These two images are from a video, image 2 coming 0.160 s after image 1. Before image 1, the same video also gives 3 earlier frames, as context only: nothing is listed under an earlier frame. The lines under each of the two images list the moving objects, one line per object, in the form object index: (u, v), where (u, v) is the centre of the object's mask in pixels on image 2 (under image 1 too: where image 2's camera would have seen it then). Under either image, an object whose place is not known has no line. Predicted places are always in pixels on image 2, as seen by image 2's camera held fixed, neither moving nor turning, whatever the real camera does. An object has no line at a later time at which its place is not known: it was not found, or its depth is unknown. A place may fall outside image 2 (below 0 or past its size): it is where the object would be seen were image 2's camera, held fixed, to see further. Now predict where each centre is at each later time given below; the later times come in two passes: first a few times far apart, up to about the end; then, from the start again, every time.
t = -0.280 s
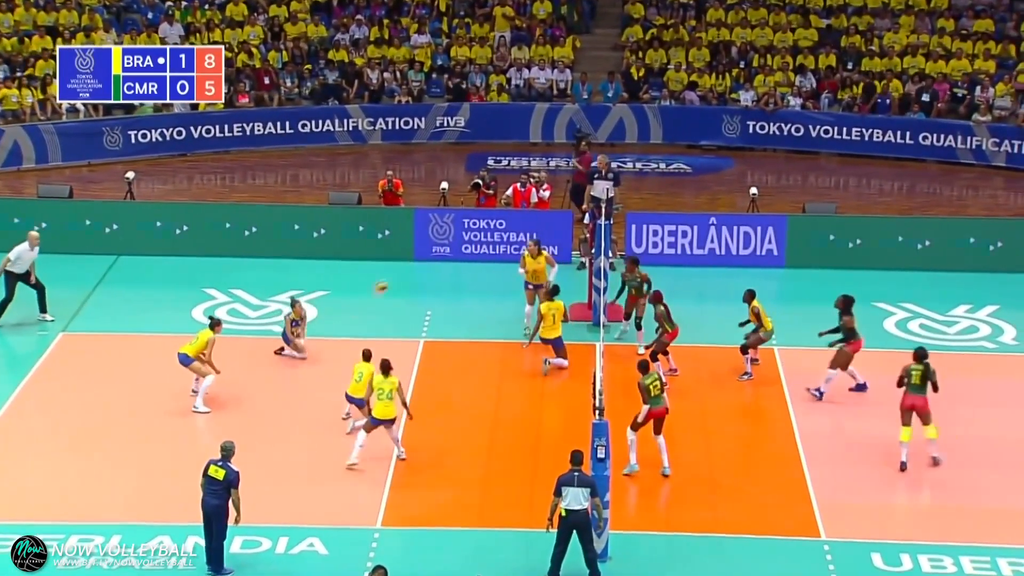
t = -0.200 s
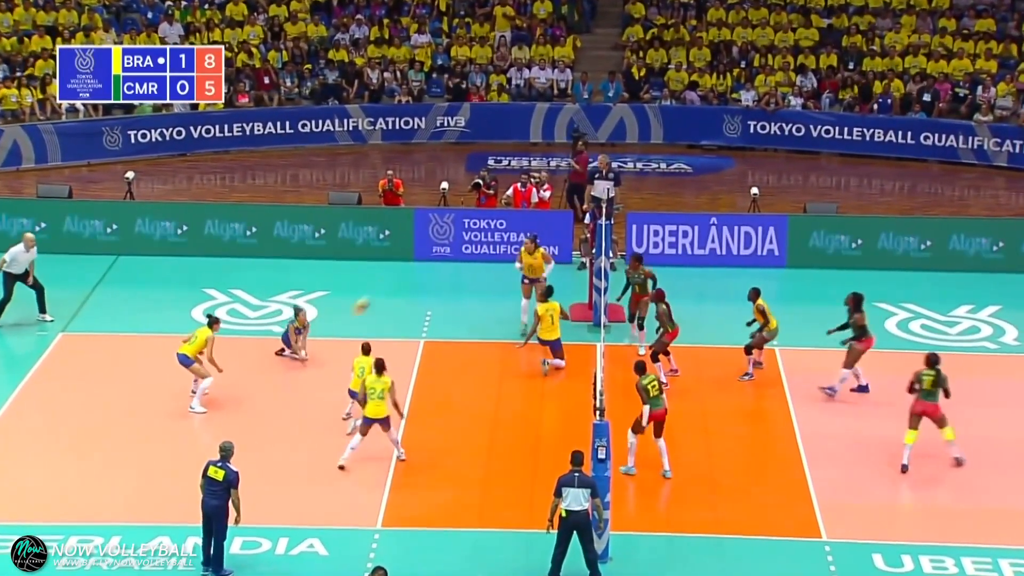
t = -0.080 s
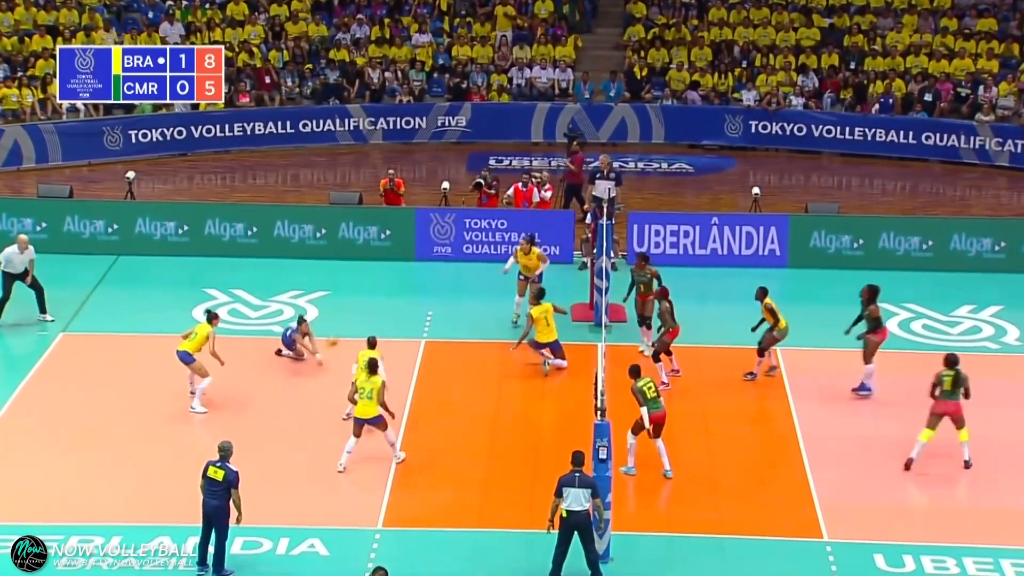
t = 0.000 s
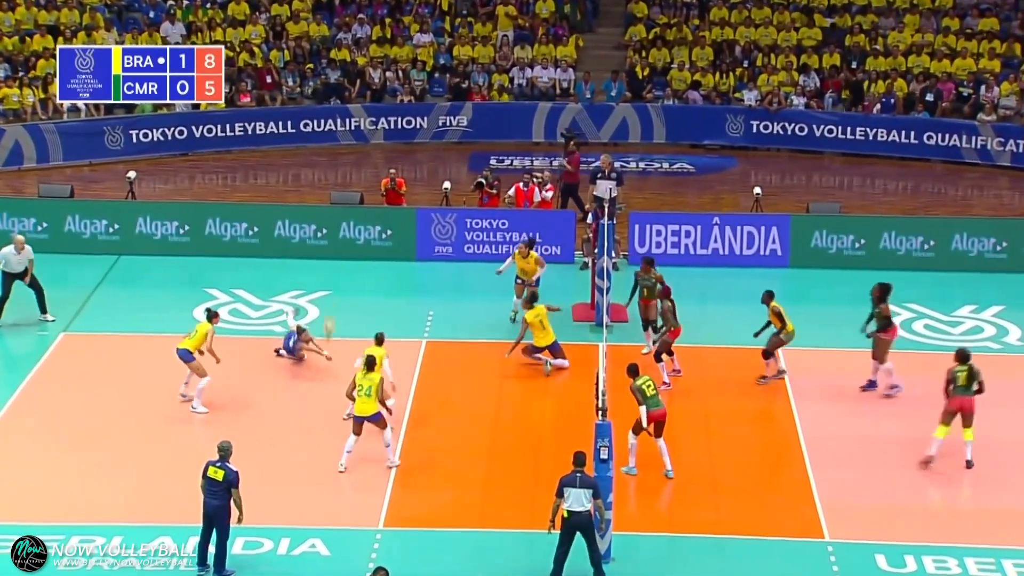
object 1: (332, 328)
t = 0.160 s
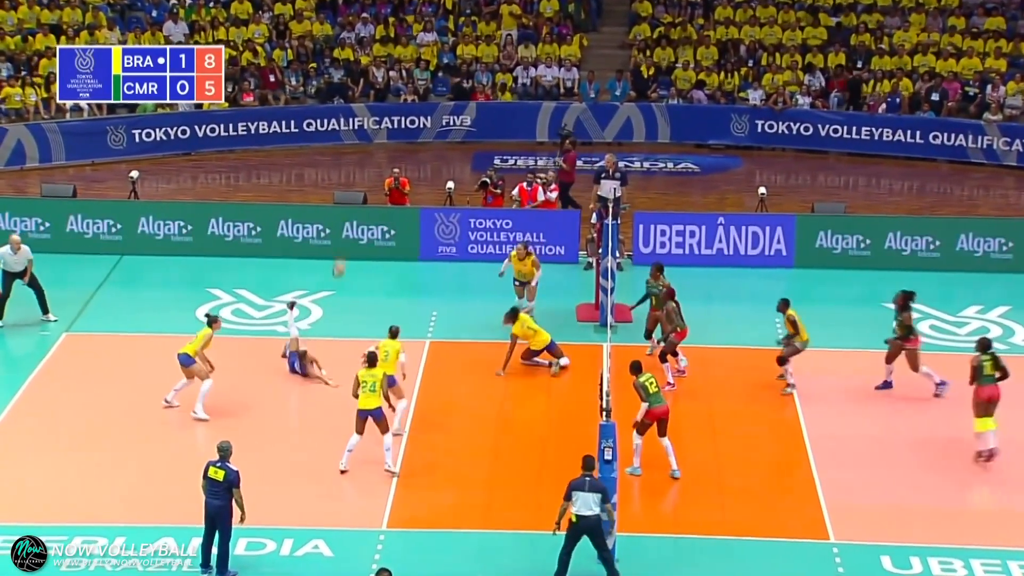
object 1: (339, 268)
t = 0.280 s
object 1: (344, 231)
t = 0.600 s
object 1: (357, 174)
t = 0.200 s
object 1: (342, 254)
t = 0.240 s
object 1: (342, 243)
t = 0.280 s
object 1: (344, 231)
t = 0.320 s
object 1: (345, 221)
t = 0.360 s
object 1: (346, 213)
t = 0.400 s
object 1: (348, 203)
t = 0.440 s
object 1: (351, 195)
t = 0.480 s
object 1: (353, 187)
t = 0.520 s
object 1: (354, 183)
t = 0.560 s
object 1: (356, 178)
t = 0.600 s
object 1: (357, 174)
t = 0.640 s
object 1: (359, 171)
